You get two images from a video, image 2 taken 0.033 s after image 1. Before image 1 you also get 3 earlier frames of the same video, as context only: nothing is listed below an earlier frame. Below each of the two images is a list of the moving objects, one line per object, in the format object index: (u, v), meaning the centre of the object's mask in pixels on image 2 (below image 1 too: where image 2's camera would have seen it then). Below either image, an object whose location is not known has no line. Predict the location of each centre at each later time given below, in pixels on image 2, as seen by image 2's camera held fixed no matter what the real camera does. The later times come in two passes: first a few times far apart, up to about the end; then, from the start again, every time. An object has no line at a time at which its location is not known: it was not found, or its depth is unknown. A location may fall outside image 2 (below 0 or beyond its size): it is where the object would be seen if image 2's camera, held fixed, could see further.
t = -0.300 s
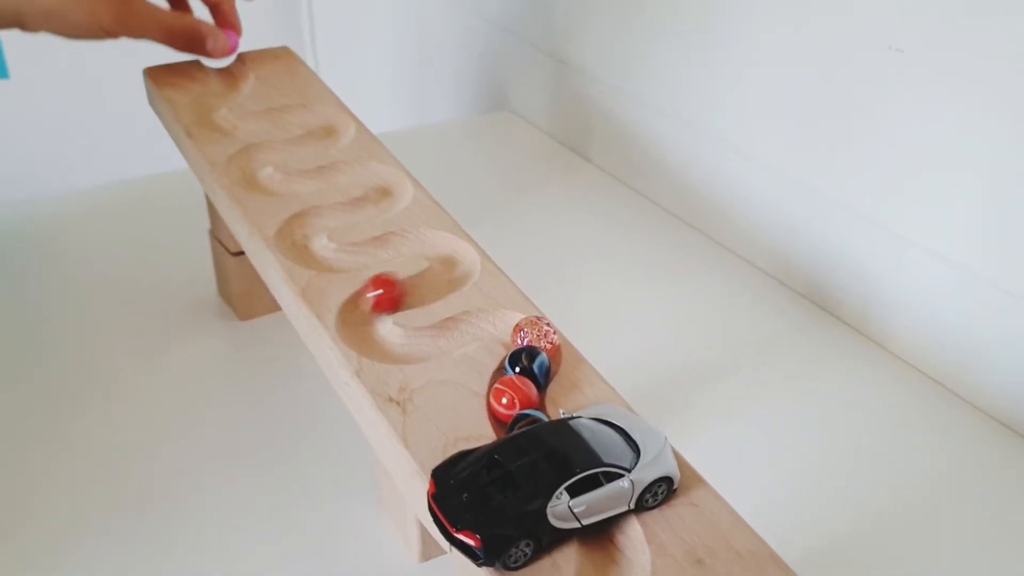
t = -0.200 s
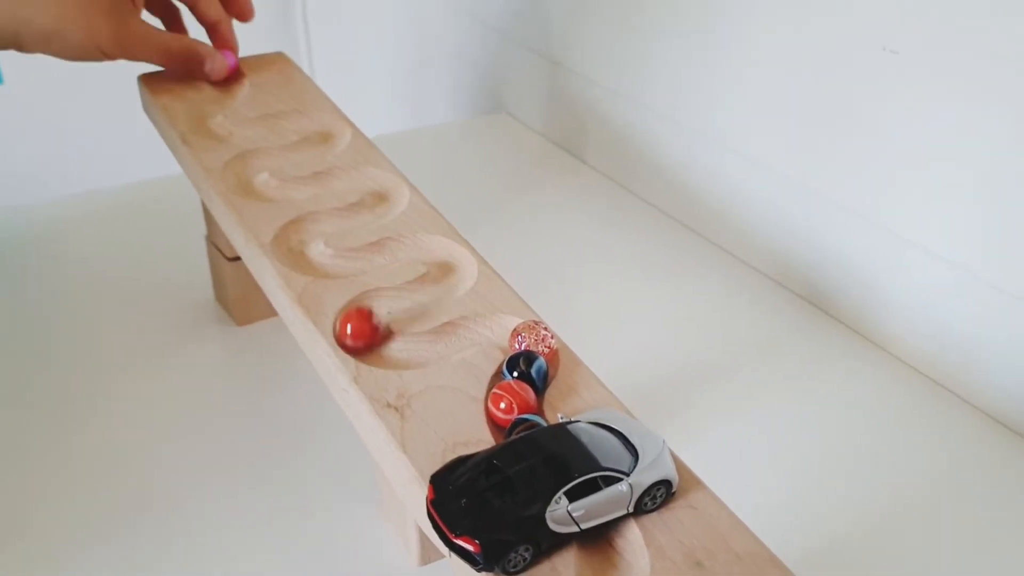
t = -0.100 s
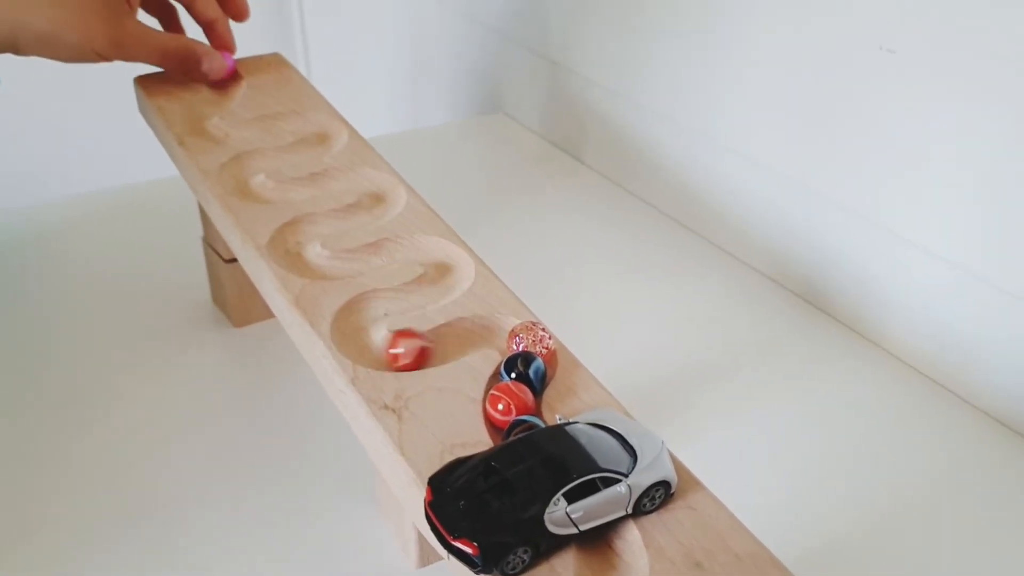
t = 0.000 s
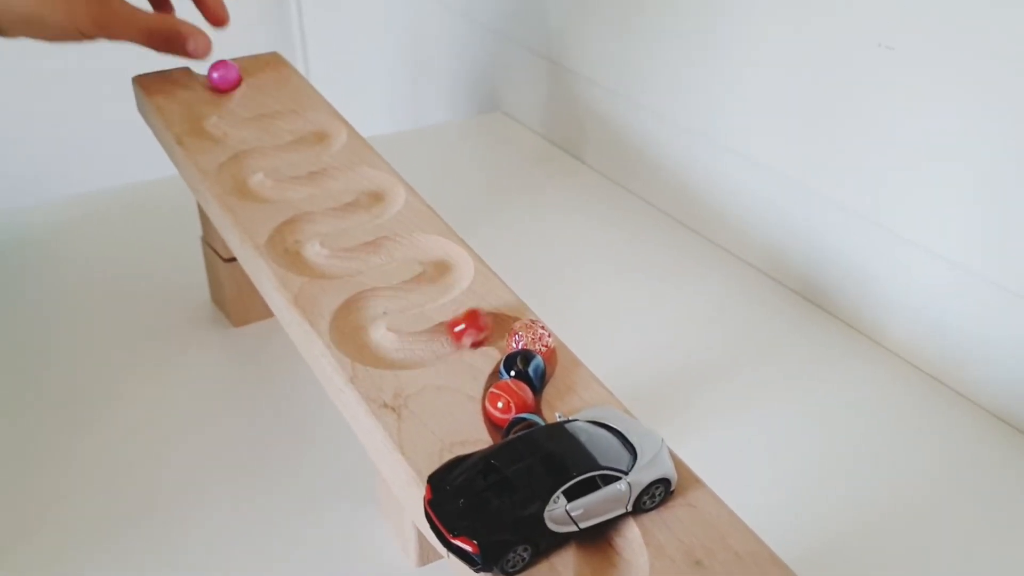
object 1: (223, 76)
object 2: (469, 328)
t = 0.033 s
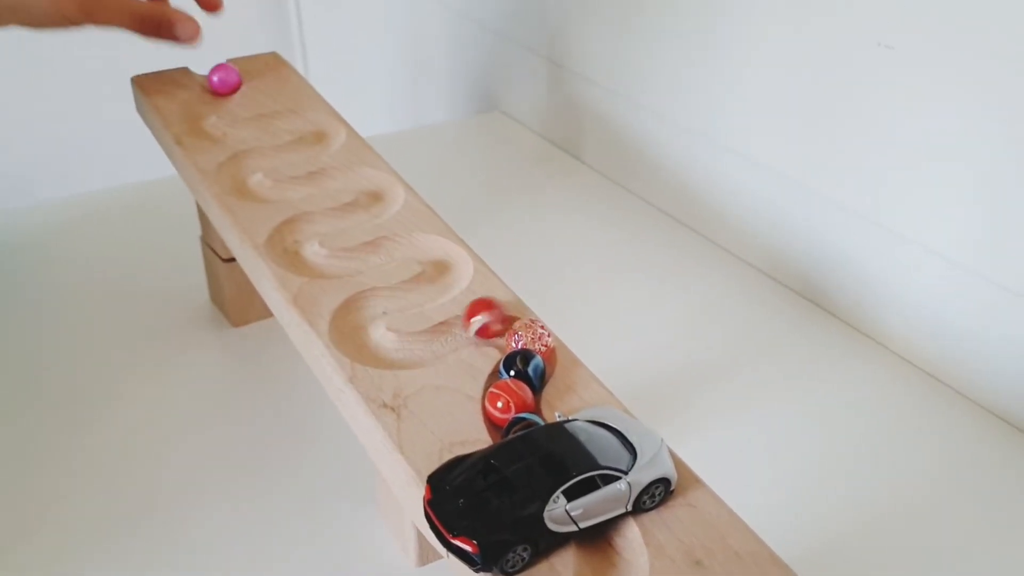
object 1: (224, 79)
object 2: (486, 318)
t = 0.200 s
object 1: (197, 109)
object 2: (490, 324)
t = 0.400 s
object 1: (262, 120)
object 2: (487, 324)
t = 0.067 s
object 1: (225, 84)
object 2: (498, 319)
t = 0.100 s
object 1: (223, 89)
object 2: (500, 322)
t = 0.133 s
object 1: (217, 94)
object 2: (498, 323)
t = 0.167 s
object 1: (207, 101)
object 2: (494, 323)
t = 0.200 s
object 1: (197, 109)
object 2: (490, 324)
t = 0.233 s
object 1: (191, 116)
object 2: (487, 325)
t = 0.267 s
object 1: (193, 120)
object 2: (485, 324)
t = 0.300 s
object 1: (208, 125)
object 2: (485, 325)
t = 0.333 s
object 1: (227, 126)
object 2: (484, 325)
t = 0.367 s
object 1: (245, 124)
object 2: (485, 325)
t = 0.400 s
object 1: (262, 120)
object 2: (487, 324)
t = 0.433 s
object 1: (279, 117)
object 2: (490, 325)
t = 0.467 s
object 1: (298, 115)
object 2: (493, 325)
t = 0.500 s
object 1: (314, 114)
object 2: (494, 324)
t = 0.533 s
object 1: (324, 119)
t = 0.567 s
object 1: (328, 126)
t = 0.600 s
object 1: (325, 134)
